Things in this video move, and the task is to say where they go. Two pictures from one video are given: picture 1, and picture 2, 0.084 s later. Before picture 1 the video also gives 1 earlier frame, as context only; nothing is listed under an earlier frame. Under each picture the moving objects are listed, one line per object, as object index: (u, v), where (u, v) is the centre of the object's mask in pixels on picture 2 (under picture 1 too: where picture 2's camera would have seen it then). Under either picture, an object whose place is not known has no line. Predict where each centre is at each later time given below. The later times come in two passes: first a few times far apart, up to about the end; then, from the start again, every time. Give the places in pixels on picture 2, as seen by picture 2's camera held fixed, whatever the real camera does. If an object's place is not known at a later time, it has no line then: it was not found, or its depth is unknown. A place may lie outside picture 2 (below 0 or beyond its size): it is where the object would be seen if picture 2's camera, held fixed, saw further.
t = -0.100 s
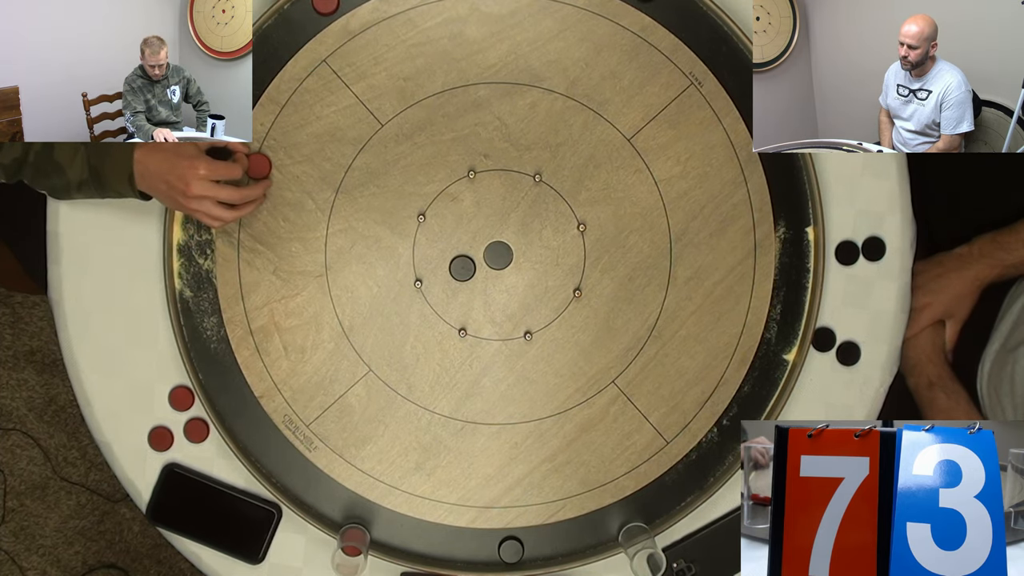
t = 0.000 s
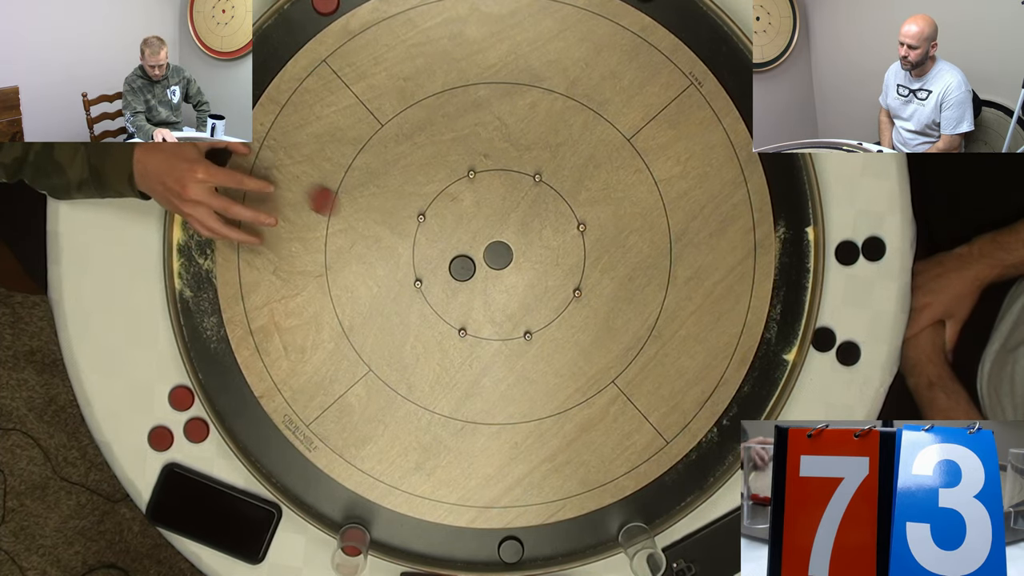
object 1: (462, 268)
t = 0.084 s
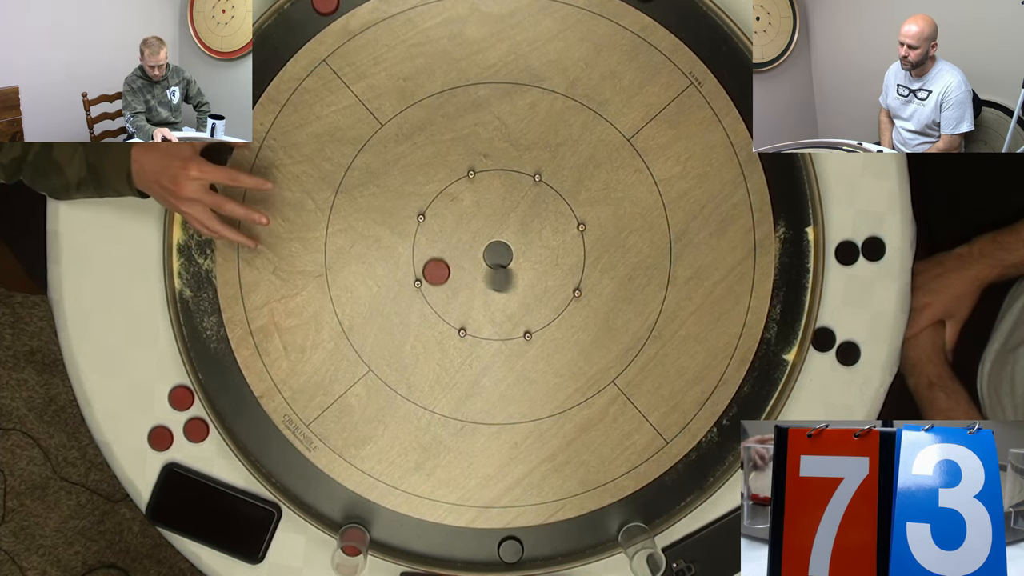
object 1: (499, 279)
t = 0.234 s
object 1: (472, 361)
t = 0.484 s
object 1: (450, 527)
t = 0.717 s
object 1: (448, 545)
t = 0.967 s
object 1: (448, 541)
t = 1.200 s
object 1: (448, 541)
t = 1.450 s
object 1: (448, 541)
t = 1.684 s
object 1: (448, 541)
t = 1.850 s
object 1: (448, 541)
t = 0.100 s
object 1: (525, 286)
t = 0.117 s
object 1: (548, 292)
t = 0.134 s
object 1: (552, 300)
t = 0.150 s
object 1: (535, 309)
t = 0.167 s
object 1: (519, 318)
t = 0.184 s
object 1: (502, 327)
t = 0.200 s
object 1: (486, 336)
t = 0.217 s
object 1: (474, 347)
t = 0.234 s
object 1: (472, 361)
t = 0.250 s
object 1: (471, 373)
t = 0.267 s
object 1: (469, 386)
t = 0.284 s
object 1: (467, 398)
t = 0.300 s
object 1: (465, 411)
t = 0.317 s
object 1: (464, 423)
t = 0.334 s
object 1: (462, 435)
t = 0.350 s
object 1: (461, 446)
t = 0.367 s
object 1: (459, 456)
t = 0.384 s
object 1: (458, 467)
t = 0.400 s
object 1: (457, 478)
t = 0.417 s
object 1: (455, 488)
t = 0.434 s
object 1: (453, 498)
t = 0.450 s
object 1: (452, 508)
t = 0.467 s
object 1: (451, 519)
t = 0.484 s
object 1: (450, 527)
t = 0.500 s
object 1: (448, 536)
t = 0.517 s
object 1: (447, 543)
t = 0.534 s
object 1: (446, 550)
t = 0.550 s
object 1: (447, 545)
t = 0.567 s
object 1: (448, 539)
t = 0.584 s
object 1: (449, 538)
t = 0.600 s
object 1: (448, 540)
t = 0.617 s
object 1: (448, 544)
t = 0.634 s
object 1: (447, 547)
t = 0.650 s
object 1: (447, 549)
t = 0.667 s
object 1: (447, 549)
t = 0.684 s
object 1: (447, 548)
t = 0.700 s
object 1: (447, 546)
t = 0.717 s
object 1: (448, 545)
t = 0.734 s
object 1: (448, 543)
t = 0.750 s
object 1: (448, 542)
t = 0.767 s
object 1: (448, 542)
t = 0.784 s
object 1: (448, 542)
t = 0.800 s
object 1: (448, 541)
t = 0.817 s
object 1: (448, 541)
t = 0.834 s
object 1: (448, 541)
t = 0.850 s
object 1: (448, 541)
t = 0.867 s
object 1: (448, 541)
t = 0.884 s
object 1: (448, 541)
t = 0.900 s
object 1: (448, 541)
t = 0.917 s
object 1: (448, 541)
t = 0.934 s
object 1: (448, 541)
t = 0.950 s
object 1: (448, 541)
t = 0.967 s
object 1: (448, 541)
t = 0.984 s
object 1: (448, 541)
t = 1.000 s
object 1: (448, 541)
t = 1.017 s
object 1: (448, 541)
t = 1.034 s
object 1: (448, 541)
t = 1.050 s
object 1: (448, 541)
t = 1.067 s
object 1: (448, 541)
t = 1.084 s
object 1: (448, 541)
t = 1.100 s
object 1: (448, 541)
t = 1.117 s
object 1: (448, 541)
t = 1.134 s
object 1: (448, 541)
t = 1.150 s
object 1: (448, 541)
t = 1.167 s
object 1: (448, 541)
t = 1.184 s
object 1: (448, 541)
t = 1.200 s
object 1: (448, 541)
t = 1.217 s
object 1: (448, 541)
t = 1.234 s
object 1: (448, 541)
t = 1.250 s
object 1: (448, 541)
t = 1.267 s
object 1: (448, 541)
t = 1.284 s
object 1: (448, 541)
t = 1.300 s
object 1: (448, 541)
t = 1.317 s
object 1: (448, 541)
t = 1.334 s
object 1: (448, 541)
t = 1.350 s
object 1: (448, 541)
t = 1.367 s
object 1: (448, 541)
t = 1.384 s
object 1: (448, 541)
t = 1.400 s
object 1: (448, 541)
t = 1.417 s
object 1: (448, 541)
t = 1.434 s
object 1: (448, 541)
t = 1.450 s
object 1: (448, 541)
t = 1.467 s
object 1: (448, 541)
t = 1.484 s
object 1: (448, 541)
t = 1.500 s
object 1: (448, 541)
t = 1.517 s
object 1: (448, 541)
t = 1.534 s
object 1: (448, 541)
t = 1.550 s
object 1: (448, 541)
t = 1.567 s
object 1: (448, 541)
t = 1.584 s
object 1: (448, 541)
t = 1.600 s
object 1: (448, 541)
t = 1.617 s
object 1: (448, 541)
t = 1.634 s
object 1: (448, 541)
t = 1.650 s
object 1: (448, 541)
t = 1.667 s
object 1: (448, 541)
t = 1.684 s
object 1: (448, 541)
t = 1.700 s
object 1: (448, 541)
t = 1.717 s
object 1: (448, 541)
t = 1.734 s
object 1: (448, 541)
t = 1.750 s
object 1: (448, 541)
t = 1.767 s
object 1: (448, 541)
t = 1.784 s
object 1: (448, 541)
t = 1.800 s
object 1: (448, 541)
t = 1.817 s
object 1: (448, 541)
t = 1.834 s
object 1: (448, 541)
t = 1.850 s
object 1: (448, 541)
